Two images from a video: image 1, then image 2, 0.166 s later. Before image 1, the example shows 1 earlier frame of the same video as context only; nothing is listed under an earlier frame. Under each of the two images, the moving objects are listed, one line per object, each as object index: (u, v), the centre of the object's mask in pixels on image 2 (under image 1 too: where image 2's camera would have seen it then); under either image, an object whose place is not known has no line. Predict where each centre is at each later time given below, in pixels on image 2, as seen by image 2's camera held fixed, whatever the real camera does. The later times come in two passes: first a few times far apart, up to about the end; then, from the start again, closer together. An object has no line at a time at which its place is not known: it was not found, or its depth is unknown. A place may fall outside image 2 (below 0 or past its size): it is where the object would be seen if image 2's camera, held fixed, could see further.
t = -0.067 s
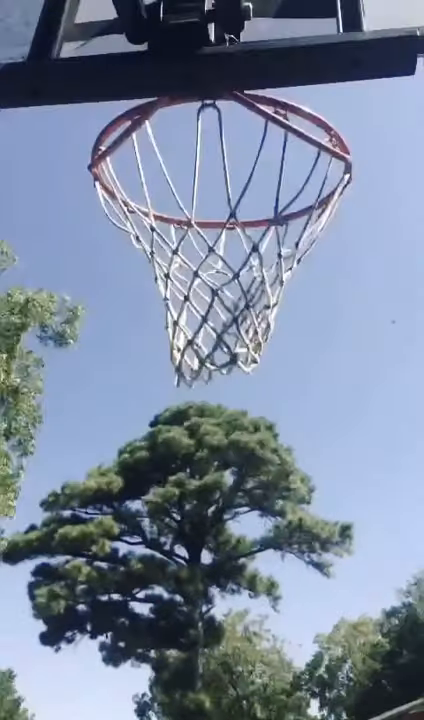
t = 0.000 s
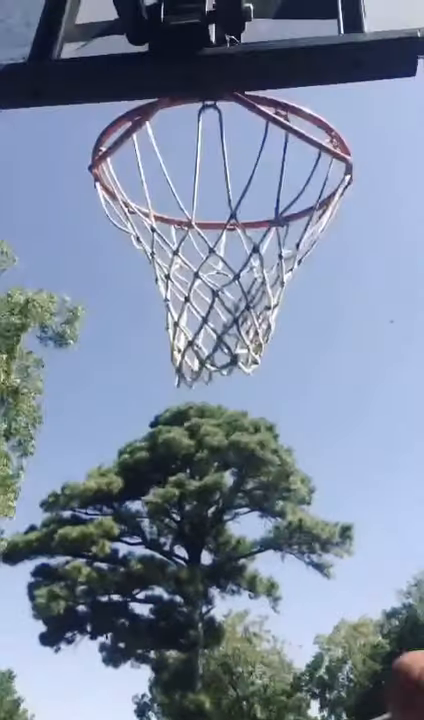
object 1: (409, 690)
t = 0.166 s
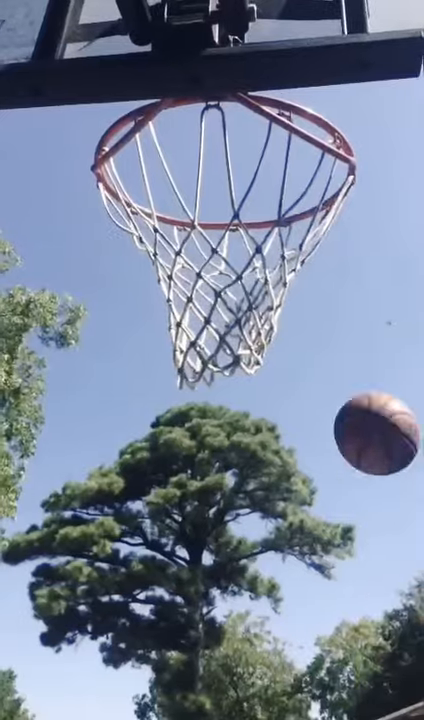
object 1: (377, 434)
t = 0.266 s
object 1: (353, 327)
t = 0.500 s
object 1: (300, 180)
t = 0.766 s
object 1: (233, 189)
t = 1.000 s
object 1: (134, 446)
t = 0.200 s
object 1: (368, 395)
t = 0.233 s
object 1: (360, 359)
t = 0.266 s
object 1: (353, 327)
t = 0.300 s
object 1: (346, 298)
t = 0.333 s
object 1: (341, 273)
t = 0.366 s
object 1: (342, 253)
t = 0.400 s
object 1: (330, 227)
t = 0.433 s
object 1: (318, 205)
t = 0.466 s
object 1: (304, 187)
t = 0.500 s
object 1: (300, 180)
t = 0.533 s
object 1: (295, 172)
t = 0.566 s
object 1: (288, 165)
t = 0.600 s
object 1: (285, 151)
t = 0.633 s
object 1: (273, 158)
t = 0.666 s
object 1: (267, 157)
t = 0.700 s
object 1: (261, 158)
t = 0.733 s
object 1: (253, 166)
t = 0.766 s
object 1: (233, 189)
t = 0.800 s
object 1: (210, 227)
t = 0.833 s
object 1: (185, 267)
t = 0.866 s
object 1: (170, 299)
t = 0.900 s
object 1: (160, 328)
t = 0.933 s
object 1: (152, 362)
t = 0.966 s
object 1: (143, 400)
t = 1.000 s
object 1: (134, 446)
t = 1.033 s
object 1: (124, 500)
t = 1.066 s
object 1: (113, 565)
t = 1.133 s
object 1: (90, 692)
